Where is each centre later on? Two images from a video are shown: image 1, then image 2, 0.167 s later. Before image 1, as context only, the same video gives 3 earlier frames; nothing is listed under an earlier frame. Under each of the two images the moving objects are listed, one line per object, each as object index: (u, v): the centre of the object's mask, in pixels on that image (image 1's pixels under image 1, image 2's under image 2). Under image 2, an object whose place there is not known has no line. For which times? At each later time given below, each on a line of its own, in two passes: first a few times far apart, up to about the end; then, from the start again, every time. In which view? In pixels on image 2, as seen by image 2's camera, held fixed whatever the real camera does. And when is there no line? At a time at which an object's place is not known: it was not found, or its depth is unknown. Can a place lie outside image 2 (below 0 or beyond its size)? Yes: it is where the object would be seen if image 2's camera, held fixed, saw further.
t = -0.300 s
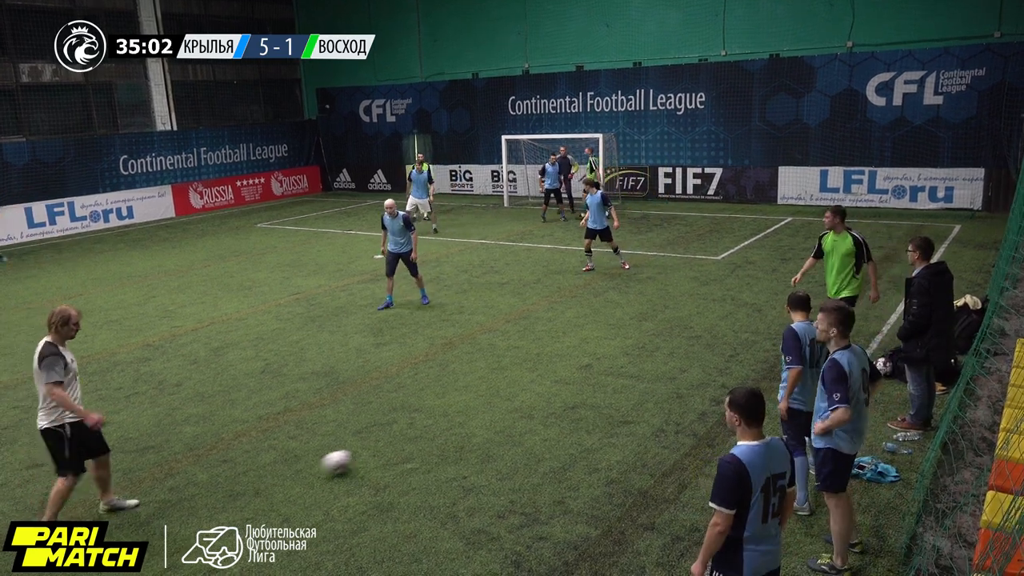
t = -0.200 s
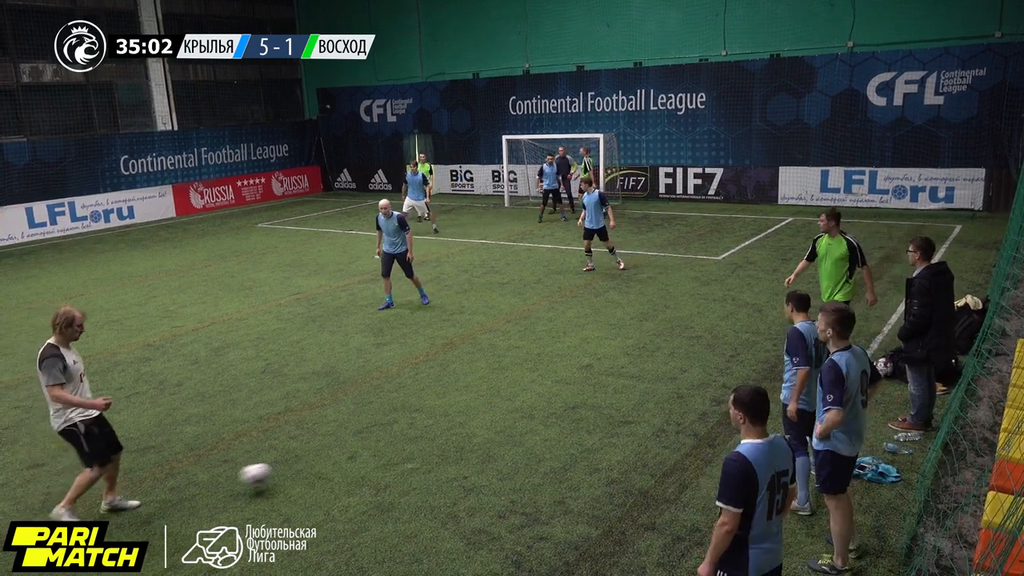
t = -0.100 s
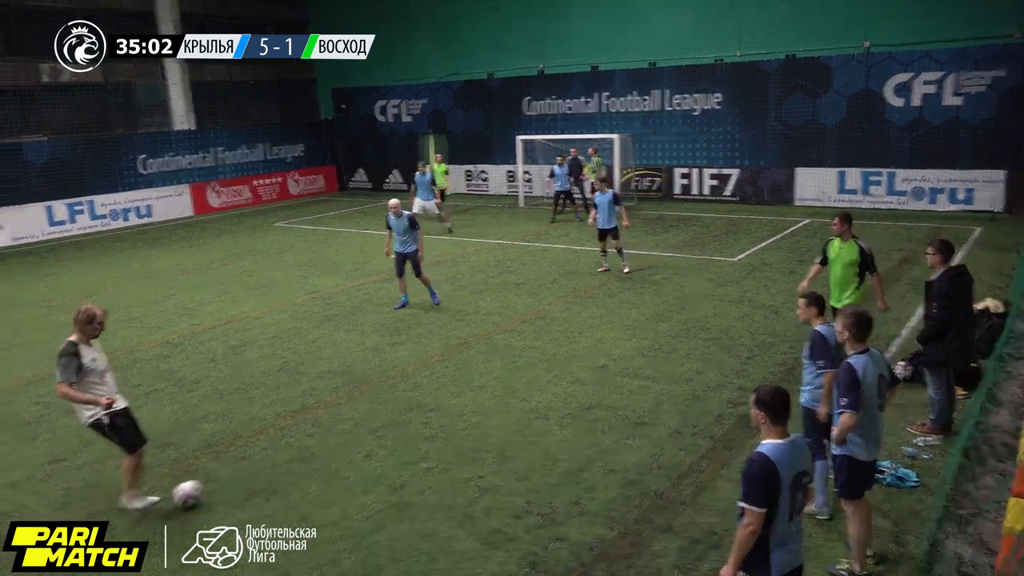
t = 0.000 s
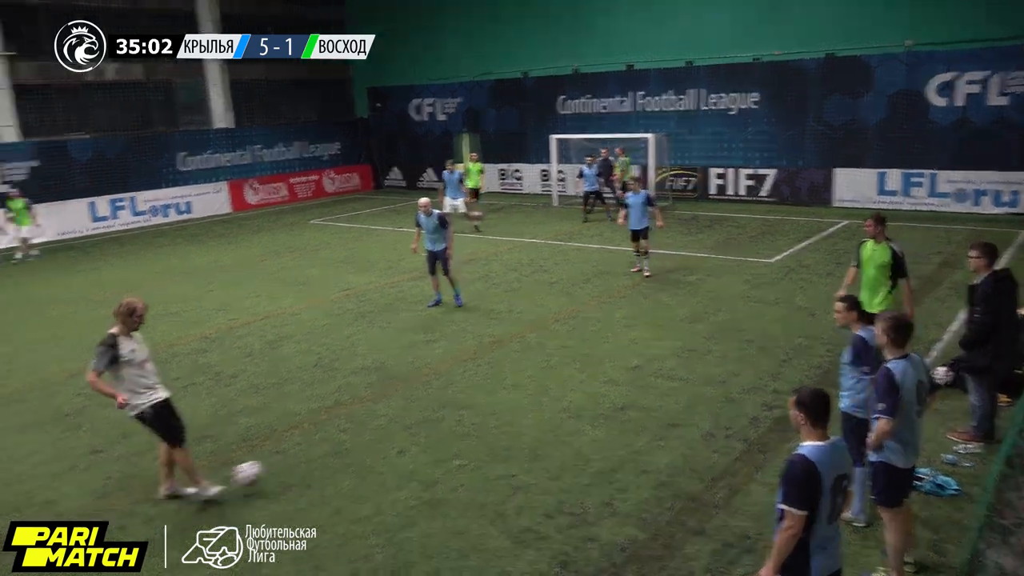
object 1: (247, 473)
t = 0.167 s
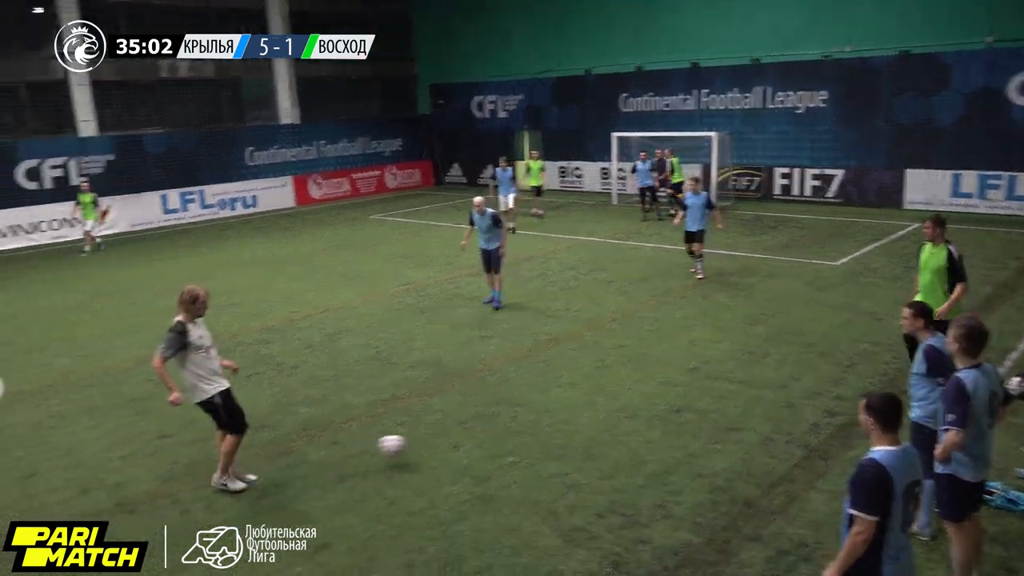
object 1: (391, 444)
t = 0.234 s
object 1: (424, 448)
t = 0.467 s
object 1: (519, 433)
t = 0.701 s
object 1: (601, 418)
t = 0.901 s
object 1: (665, 405)
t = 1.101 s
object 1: (722, 393)
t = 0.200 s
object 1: (409, 446)
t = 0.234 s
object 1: (424, 448)
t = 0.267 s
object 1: (441, 447)
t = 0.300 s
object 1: (454, 444)
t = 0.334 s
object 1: (467, 440)
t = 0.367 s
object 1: (480, 438)
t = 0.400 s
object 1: (493, 436)
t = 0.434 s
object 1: (507, 436)
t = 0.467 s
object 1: (519, 433)
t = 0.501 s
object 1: (531, 430)
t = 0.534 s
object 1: (544, 428)
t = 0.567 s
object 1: (555, 426)
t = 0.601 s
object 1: (567, 425)
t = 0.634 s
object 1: (578, 421)
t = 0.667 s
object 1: (590, 419)
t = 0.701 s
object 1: (601, 418)
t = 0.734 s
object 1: (613, 416)
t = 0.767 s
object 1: (623, 413)
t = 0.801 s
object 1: (633, 411)
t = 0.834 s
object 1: (644, 409)
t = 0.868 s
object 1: (655, 407)
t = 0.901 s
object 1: (665, 405)
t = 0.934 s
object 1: (675, 404)
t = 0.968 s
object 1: (685, 401)
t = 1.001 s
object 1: (694, 399)
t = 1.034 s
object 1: (705, 397)
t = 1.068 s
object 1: (713, 395)
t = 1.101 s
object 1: (722, 393)
